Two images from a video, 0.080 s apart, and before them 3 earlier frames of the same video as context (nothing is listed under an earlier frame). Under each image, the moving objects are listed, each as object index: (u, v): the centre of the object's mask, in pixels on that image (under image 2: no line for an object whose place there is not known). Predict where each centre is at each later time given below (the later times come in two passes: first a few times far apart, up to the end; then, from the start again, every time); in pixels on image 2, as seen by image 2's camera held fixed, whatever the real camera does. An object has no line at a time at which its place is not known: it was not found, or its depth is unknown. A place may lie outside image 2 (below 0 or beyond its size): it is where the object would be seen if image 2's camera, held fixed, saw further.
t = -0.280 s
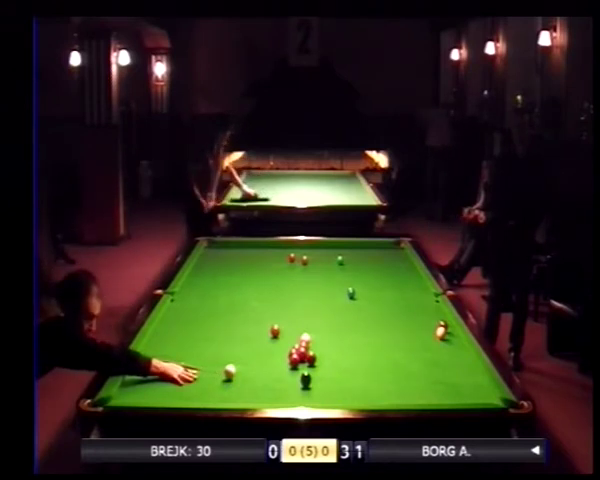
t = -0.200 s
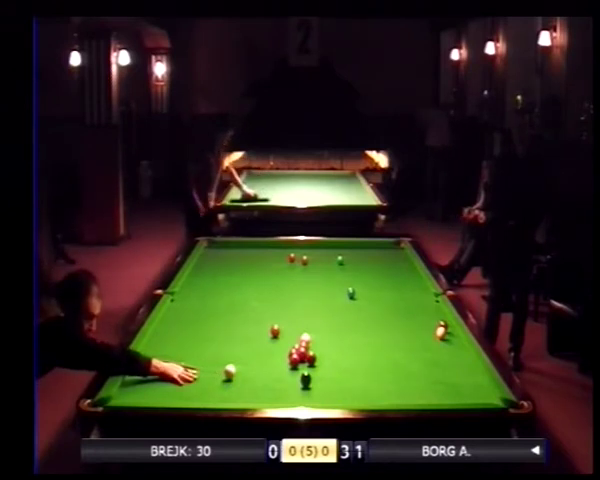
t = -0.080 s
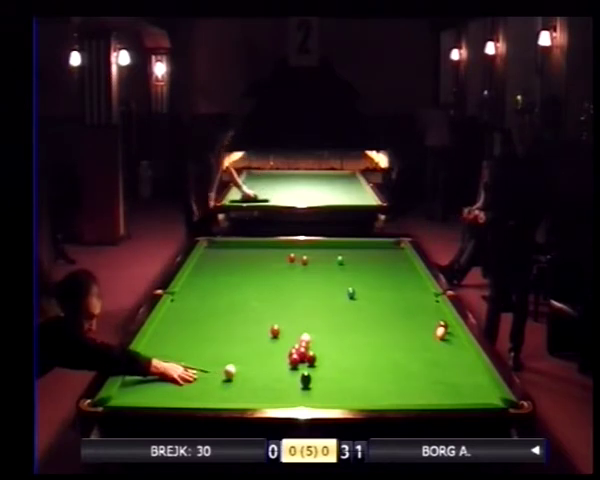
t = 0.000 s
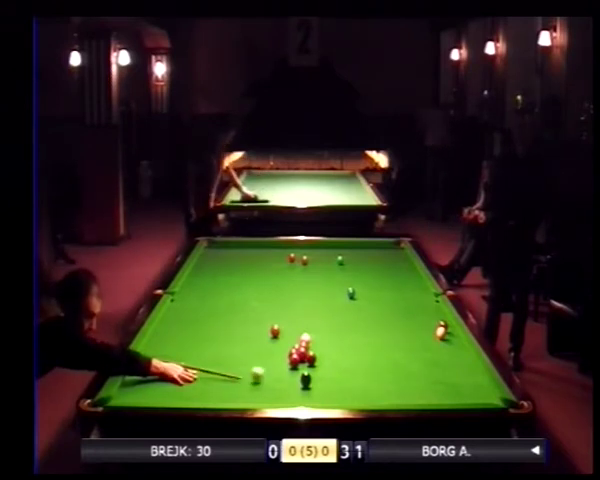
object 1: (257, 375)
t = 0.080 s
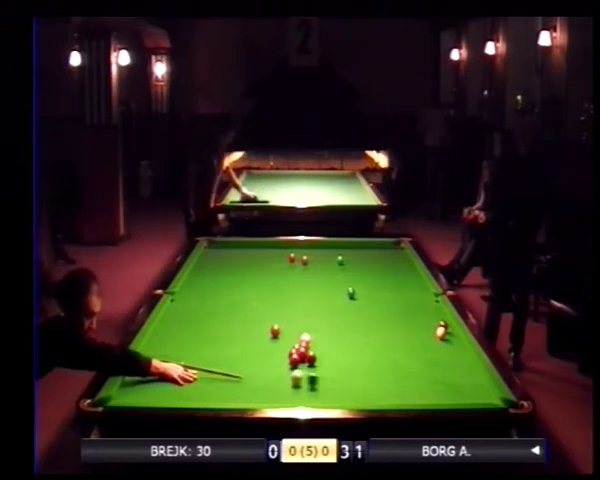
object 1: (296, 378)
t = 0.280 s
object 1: (298, 375)
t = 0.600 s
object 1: (287, 369)
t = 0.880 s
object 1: (281, 365)
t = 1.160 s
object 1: (274, 361)
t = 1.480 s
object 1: (268, 358)
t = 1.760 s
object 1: (263, 355)
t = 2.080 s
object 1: (259, 352)
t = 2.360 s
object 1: (256, 351)
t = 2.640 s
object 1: (254, 349)
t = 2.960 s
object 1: (252, 348)
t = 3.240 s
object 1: (250, 347)
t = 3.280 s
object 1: (250, 347)
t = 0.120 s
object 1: (298, 378)
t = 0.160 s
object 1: (299, 377)
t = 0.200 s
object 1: (299, 376)
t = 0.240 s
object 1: (299, 375)
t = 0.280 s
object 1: (298, 375)
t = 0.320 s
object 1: (296, 374)
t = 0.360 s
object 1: (295, 373)
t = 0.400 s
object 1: (294, 372)
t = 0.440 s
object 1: (292, 372)
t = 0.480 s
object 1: (291, 371)
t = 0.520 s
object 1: (290, 370)
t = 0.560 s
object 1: (288, 370)
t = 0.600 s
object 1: (287, 369)
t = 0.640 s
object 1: (286, 368)
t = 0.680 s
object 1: (285, 368)
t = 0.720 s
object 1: (284, 367)
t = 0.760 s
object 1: (284, 366)
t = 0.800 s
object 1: (283, 366)
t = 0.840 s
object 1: (282, 365)
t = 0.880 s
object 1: (281, 365)
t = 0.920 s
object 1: (280, 364)
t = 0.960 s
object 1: (278, 364)
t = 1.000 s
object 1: (277, 363)
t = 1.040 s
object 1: (277, 362)
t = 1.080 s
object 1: (276, 362)
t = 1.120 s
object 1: (275, 361)
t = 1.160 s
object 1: (274, 361)
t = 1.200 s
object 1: (273, 361)
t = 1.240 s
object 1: (273, 360)
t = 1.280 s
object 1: (272, 360)
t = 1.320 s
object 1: (271, 359)
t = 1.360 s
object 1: (270, 359)
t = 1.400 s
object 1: (269, 358)
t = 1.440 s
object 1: (268, 358)
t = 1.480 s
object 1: (268, 358)
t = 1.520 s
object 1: (267, 357)
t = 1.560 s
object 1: (266, 357)
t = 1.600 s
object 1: (265, 356)
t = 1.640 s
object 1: (265, 356)
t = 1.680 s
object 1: (264, 356)
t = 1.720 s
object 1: (264, 355)
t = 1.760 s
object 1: (263, 355)
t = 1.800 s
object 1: (263, 354)
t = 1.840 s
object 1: (262, 354)
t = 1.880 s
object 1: (261, 354)
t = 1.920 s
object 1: (261, 354)
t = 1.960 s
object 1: (261, 353)
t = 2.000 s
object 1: (260, 353)
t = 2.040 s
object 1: (260, 352)
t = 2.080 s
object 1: (259, 352)
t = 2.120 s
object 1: (259, 352)
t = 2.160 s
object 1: (258, 352)
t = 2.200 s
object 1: (258, 352)
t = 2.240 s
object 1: (257, 351)
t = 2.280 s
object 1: (257, 351)
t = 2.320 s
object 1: (256, 351)
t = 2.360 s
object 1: (256, 351)
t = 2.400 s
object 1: (255, 350)
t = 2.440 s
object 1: (255, 350)
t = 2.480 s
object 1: (255, 350)
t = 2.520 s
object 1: (254, 350)
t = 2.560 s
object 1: (254, 349)
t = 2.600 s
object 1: (254, 349)
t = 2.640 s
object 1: (254, 349)
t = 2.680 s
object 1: (253, 349)
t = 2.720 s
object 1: (253, 349)
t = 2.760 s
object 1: (253, 349)
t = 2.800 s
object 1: (253, 348)
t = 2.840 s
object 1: (252, 348)
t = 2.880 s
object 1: (252, 348)
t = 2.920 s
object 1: (252, 348)
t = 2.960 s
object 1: (252, 348)
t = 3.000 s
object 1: (252, 348)
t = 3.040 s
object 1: (252, 348)
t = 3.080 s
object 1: (251, 348)
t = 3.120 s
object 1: (251, 348)
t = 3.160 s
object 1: (251, 348)
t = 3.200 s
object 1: (250, 347)
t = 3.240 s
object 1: (250, 347)
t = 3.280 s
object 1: (250, 347)
